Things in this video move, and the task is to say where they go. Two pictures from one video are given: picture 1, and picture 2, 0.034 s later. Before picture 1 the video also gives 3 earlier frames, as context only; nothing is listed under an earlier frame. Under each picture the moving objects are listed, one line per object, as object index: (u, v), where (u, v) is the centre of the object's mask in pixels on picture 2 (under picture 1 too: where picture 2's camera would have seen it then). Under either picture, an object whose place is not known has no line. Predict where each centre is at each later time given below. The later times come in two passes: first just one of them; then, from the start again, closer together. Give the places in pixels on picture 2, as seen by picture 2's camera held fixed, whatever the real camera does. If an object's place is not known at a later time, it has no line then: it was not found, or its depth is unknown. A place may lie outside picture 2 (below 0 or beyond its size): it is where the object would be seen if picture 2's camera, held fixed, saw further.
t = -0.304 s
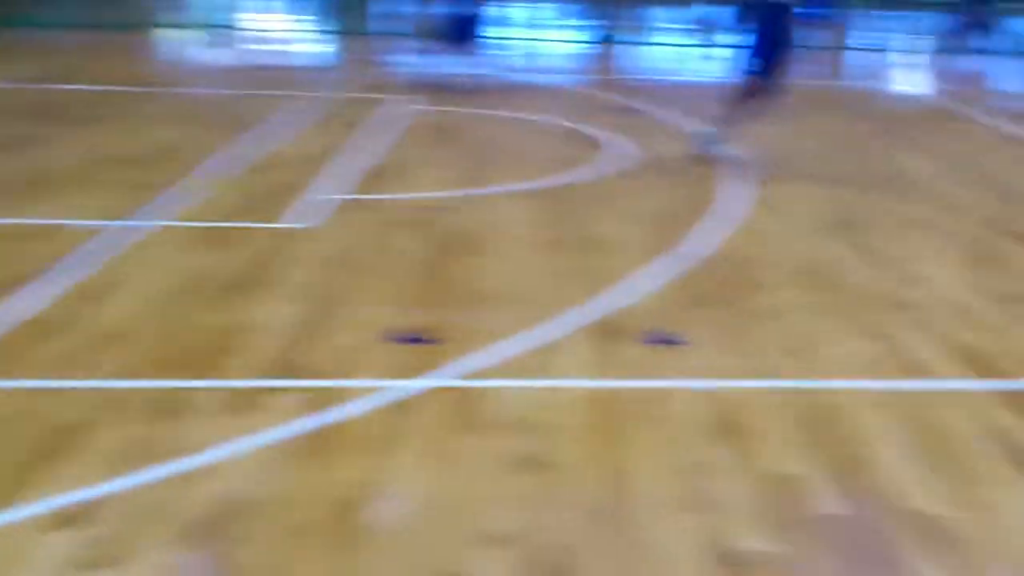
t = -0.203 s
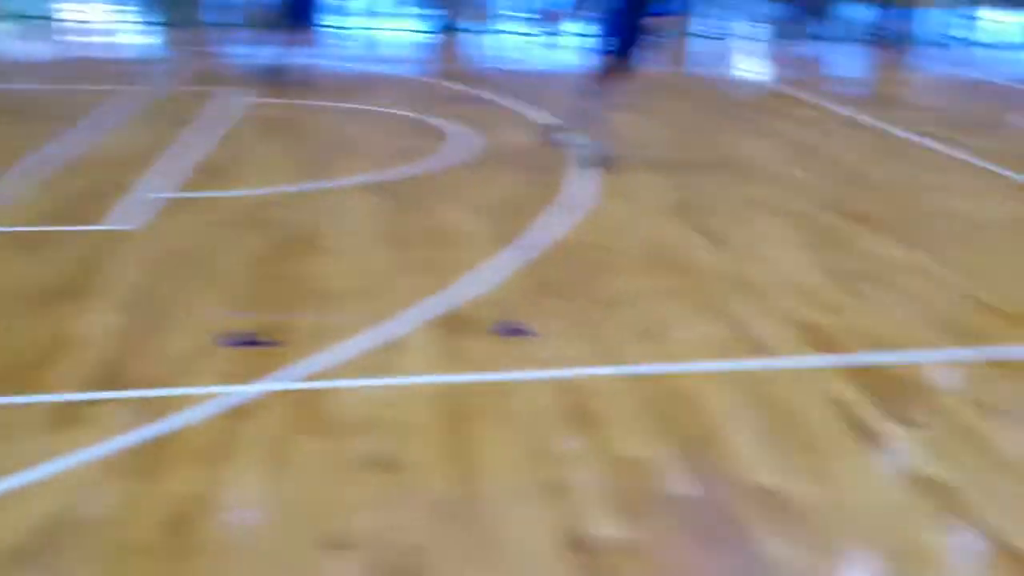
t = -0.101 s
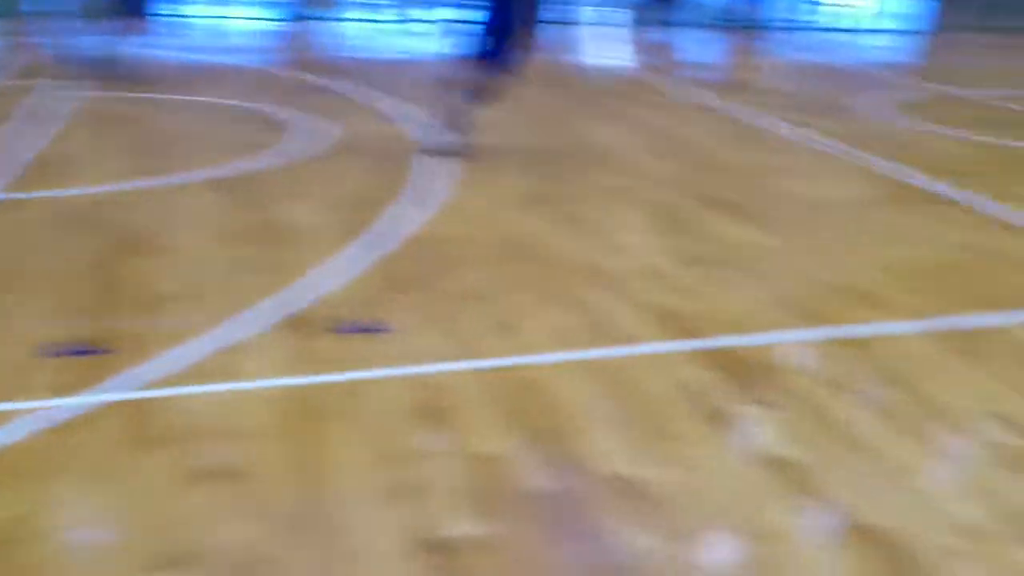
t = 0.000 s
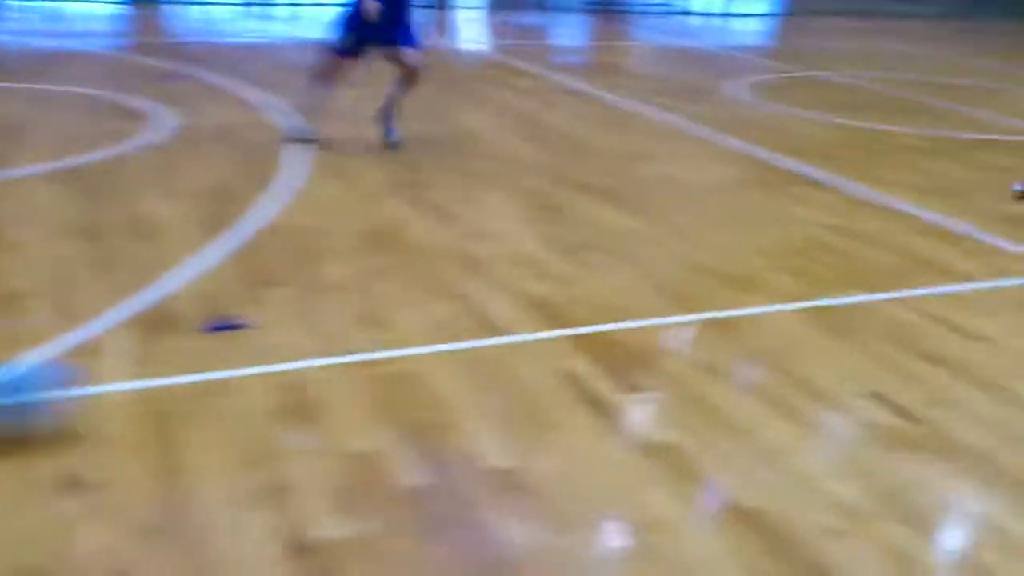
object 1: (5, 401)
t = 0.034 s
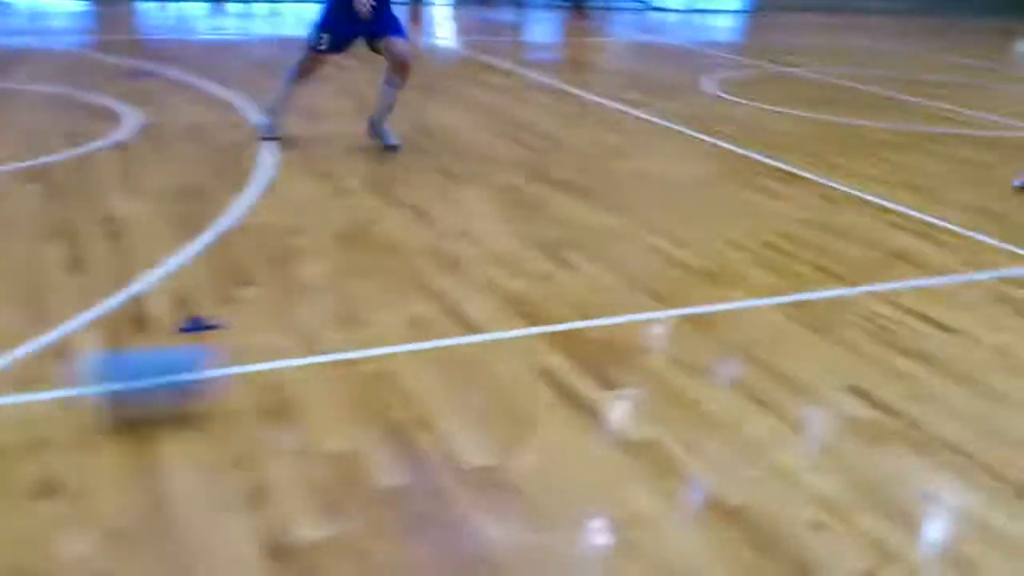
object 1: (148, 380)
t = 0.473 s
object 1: (1244, 245)
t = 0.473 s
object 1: (1244, 245)
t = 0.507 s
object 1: (1289, 242)
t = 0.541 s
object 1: (1328, 236)
